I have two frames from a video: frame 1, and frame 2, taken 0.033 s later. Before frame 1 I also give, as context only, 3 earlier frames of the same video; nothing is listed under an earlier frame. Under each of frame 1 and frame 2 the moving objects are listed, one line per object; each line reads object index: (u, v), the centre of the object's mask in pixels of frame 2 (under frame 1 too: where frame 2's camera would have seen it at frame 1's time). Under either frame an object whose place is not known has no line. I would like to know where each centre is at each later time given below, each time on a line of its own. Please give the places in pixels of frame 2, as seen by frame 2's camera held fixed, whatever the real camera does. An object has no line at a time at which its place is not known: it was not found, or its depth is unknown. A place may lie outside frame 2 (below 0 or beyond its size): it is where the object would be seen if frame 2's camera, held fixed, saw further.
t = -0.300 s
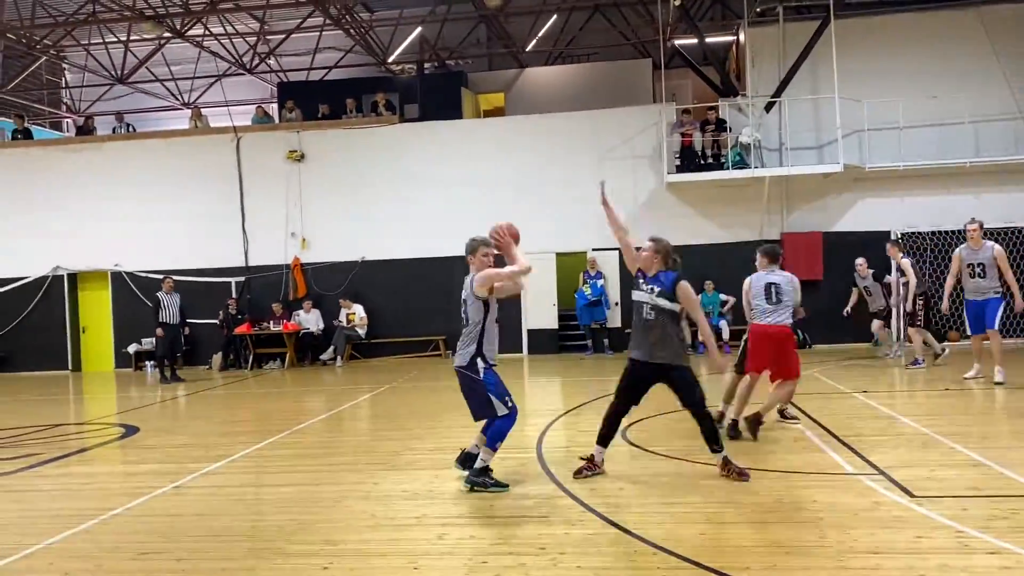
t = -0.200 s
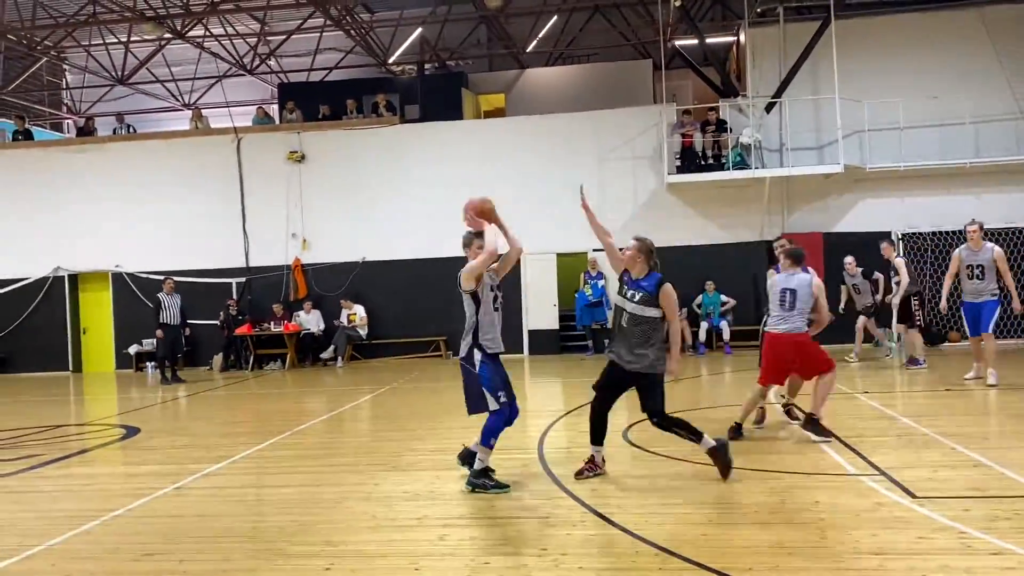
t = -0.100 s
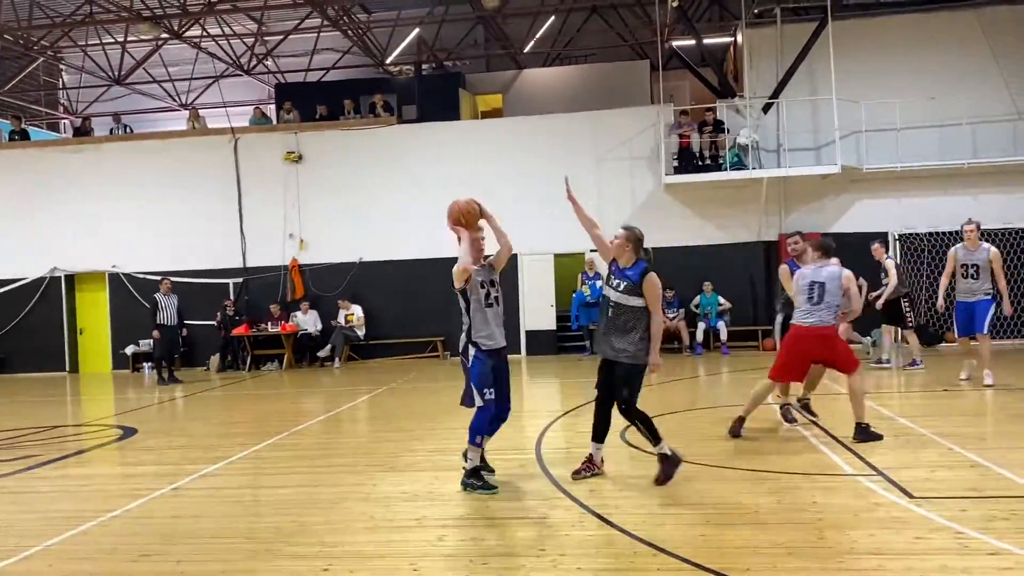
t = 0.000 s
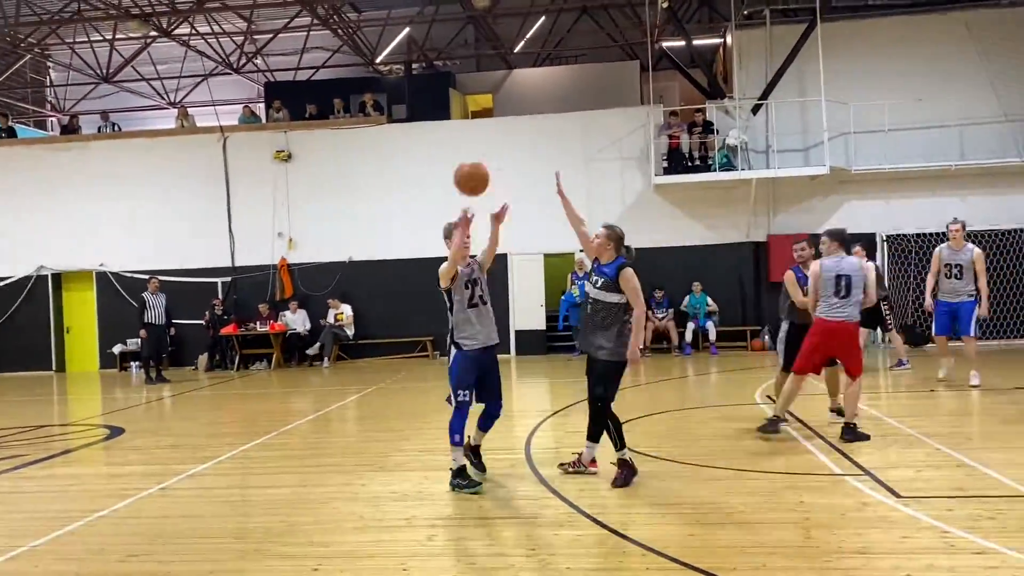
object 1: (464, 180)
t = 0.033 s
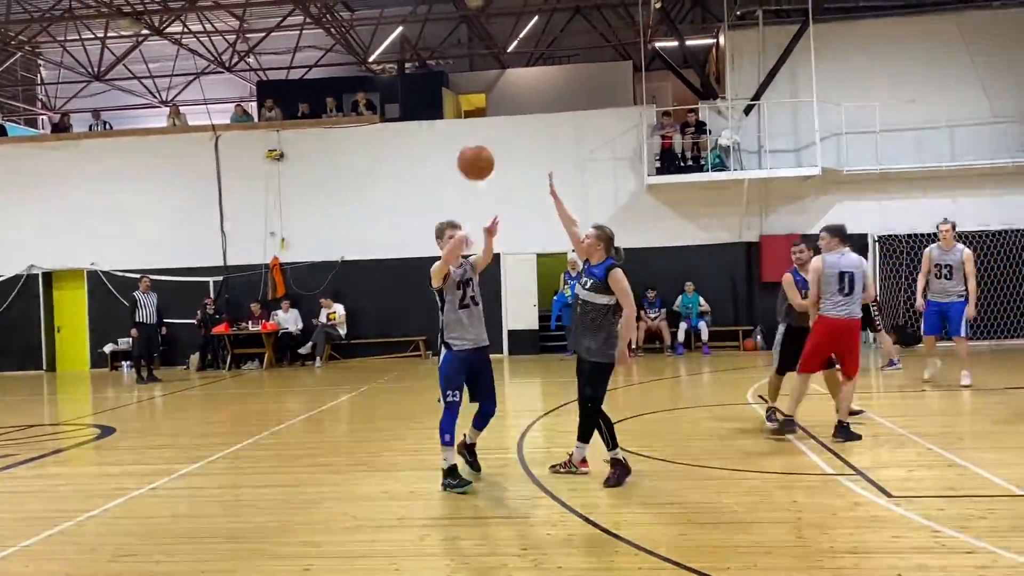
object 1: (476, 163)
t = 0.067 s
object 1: (490, 143)
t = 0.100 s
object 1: (503, 124)
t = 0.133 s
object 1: (519, 107)
